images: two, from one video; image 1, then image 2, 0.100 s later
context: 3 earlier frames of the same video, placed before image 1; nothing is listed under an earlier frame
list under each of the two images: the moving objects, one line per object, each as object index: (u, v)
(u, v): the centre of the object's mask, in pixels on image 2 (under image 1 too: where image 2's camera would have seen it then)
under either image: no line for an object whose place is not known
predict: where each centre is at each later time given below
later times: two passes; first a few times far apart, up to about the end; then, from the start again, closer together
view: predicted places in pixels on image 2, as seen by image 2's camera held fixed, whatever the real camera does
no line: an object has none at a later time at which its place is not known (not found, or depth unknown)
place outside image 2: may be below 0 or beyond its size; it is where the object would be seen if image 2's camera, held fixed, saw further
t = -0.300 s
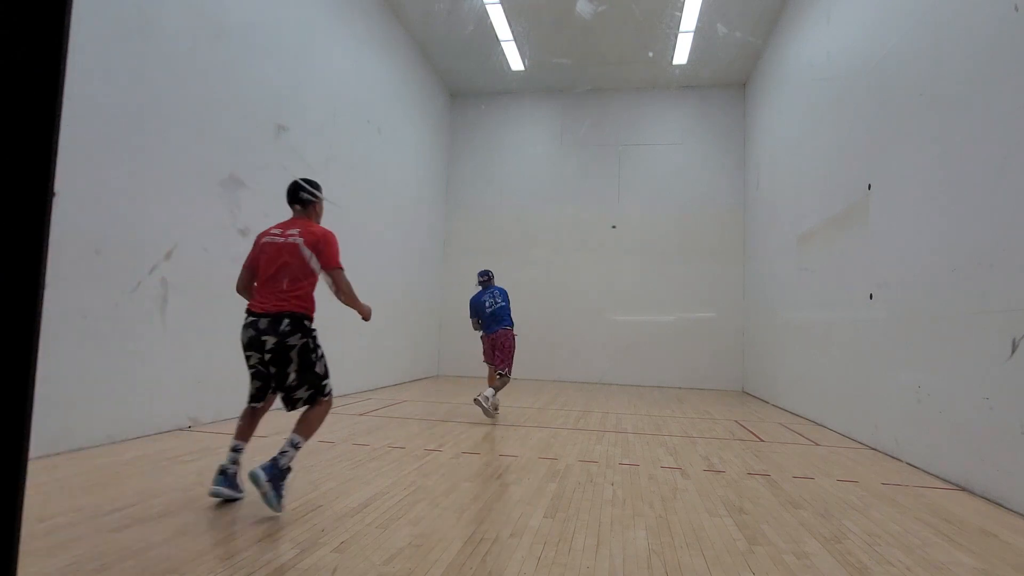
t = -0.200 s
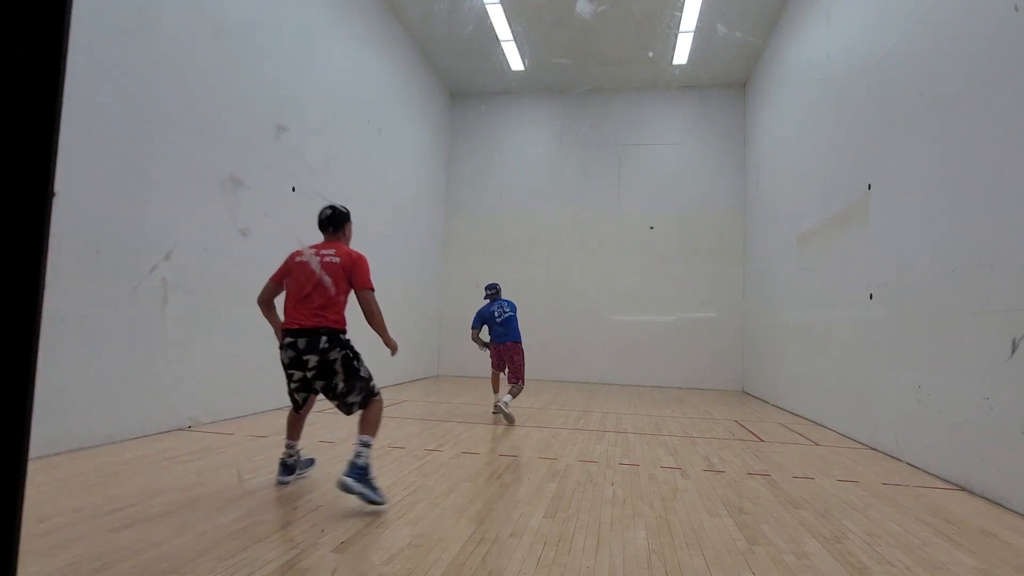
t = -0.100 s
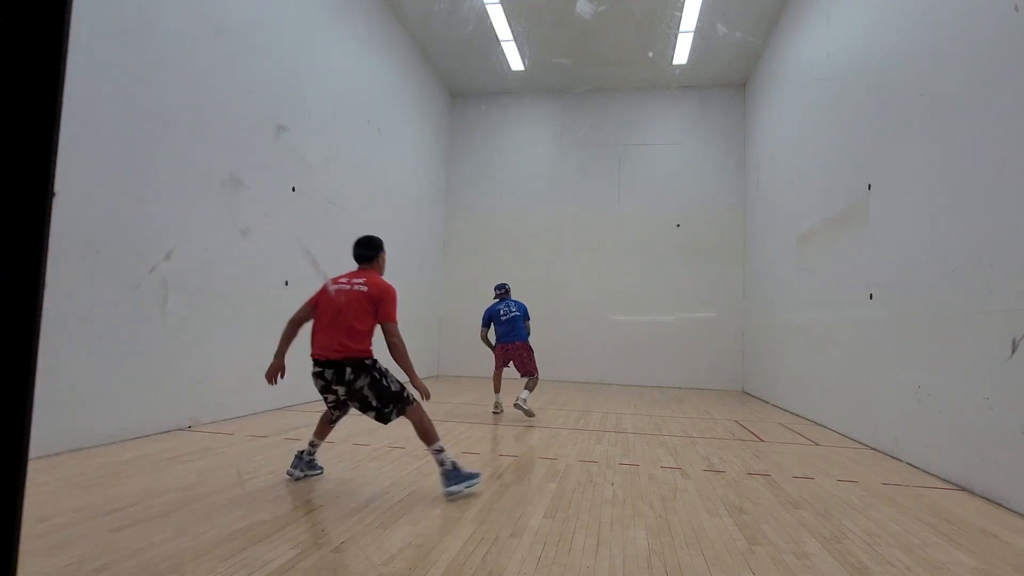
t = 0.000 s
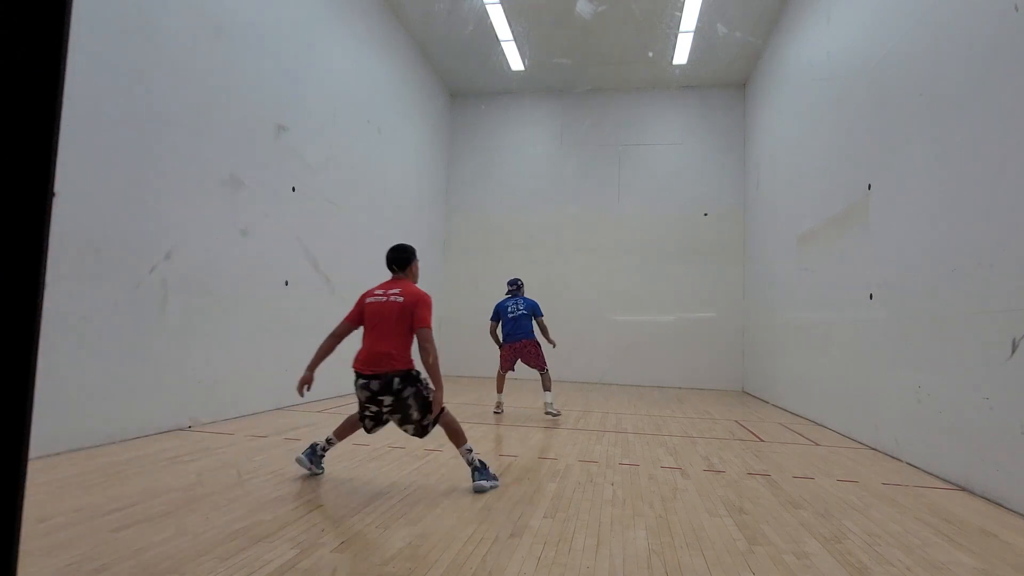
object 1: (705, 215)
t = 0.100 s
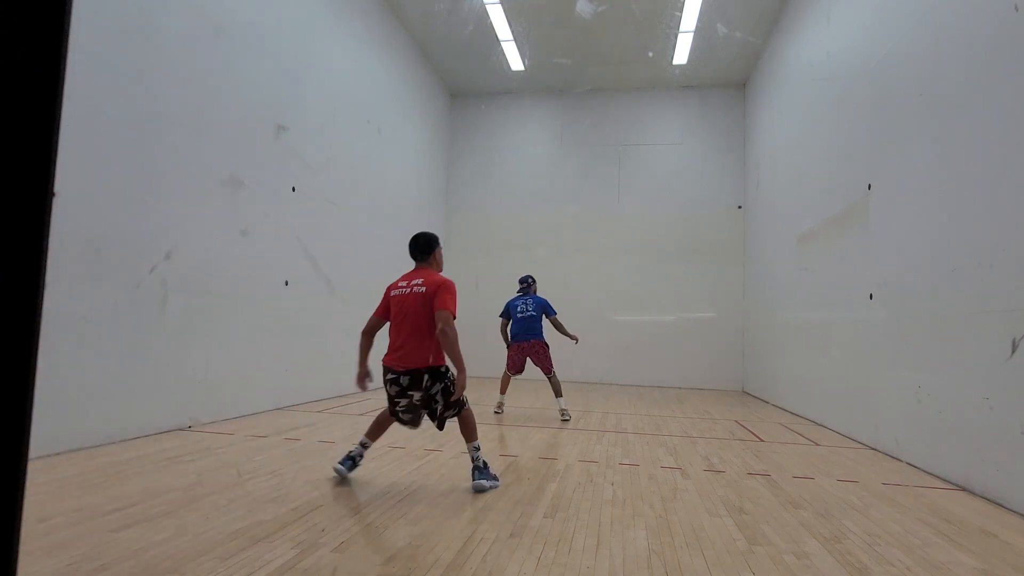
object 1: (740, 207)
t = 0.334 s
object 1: (803, 211)
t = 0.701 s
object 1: (738, 351)
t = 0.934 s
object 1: (664, 403)
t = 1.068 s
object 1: (609, 270)
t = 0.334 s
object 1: (803, 211)
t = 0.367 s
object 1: (799, 214)
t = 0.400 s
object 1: (795, 219)
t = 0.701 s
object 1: (738, 351)
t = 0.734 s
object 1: (729, 382)
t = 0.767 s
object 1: (719, 418)
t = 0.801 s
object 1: (708, 461)
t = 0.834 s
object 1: (696, 502)
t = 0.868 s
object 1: (686, 469)
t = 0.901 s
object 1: (675, 436)
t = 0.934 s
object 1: (664, 403)
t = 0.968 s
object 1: (652, 370)
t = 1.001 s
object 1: (638, 336)
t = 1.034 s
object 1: (624, 304)
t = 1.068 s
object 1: (609, 270)
